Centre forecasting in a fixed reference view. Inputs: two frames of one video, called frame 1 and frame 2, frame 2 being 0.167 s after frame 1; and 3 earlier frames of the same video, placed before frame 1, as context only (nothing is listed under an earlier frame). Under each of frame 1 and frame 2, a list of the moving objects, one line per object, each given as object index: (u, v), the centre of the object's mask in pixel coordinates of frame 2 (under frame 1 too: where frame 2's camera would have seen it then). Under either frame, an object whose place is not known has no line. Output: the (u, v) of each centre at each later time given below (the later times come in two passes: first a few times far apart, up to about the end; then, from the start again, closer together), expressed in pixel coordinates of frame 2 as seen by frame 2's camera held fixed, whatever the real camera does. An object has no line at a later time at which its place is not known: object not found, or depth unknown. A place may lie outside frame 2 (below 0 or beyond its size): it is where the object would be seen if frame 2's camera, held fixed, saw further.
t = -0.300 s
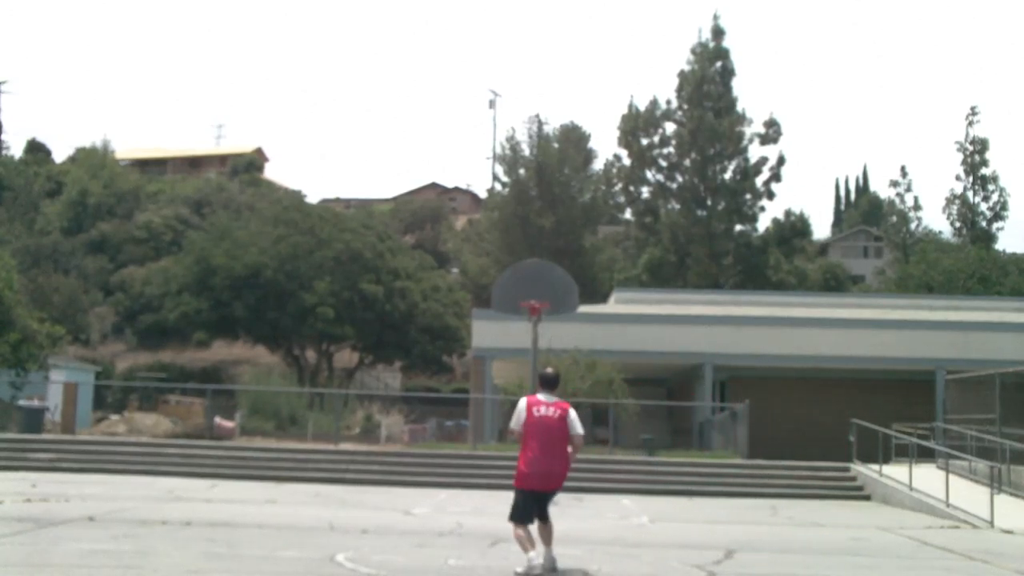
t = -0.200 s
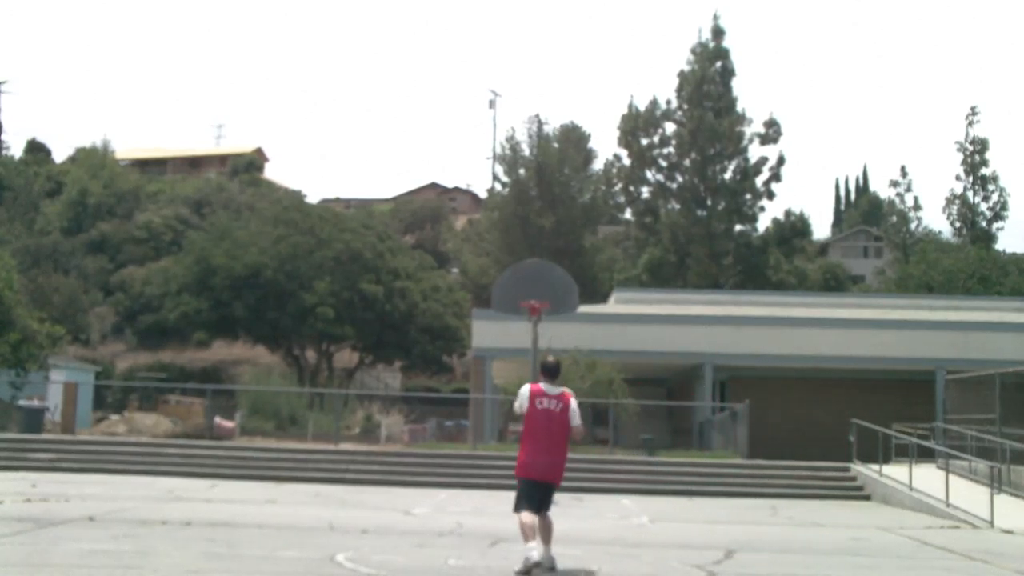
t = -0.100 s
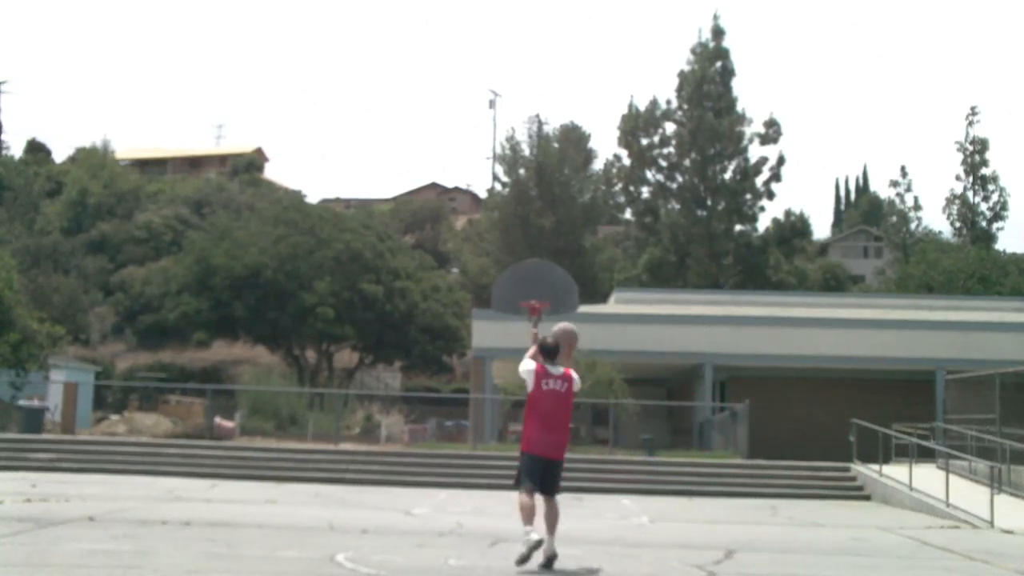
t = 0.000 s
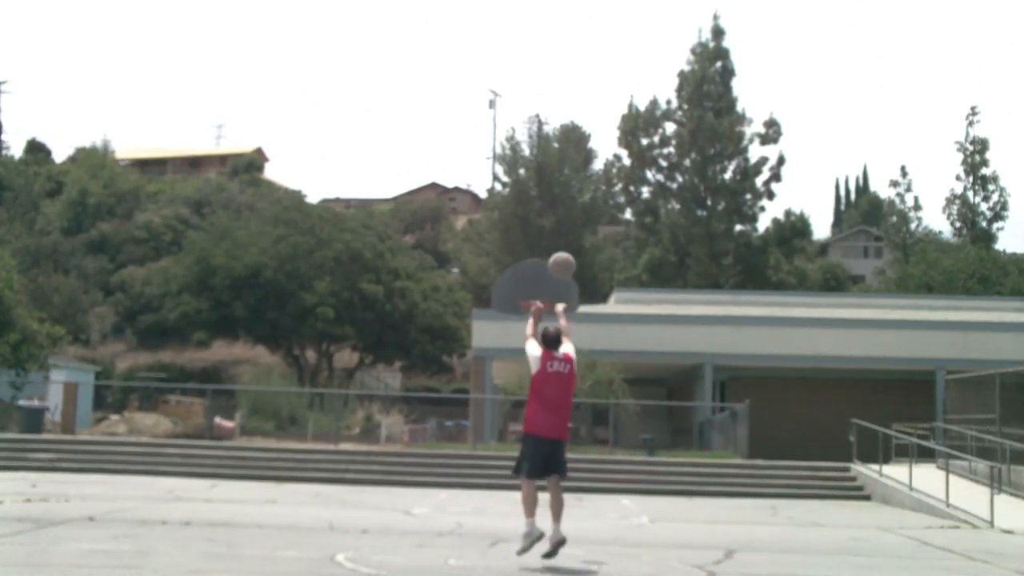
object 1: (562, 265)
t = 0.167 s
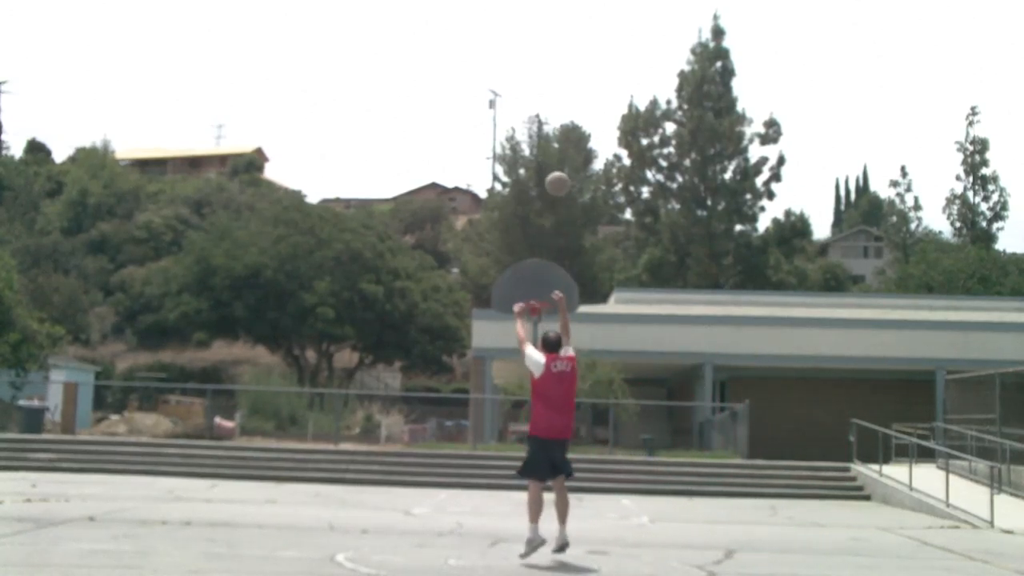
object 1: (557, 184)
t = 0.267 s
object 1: (556, 152)
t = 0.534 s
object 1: (554, 120)
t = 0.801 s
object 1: (554, 139)
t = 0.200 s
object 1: (557, 172)
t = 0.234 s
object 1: (557, 162)
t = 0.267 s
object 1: (556, 152)
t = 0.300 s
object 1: (556, 145)
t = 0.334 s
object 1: (556, 138)
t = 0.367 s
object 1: (555, 133)
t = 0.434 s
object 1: (554, 125)
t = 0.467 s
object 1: (554, 122)
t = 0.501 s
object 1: (554, 121)
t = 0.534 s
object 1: (554, 120)
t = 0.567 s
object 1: (554, 120)
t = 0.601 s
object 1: (554, 121)
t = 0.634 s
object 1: (554, 123)
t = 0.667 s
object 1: (553, 125)
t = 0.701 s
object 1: (553, 128)
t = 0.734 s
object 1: (554, 132)
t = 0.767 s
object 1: (553, 136)
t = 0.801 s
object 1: (554, 139)
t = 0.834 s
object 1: (554, 146)
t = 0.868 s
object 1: (554, 154)
